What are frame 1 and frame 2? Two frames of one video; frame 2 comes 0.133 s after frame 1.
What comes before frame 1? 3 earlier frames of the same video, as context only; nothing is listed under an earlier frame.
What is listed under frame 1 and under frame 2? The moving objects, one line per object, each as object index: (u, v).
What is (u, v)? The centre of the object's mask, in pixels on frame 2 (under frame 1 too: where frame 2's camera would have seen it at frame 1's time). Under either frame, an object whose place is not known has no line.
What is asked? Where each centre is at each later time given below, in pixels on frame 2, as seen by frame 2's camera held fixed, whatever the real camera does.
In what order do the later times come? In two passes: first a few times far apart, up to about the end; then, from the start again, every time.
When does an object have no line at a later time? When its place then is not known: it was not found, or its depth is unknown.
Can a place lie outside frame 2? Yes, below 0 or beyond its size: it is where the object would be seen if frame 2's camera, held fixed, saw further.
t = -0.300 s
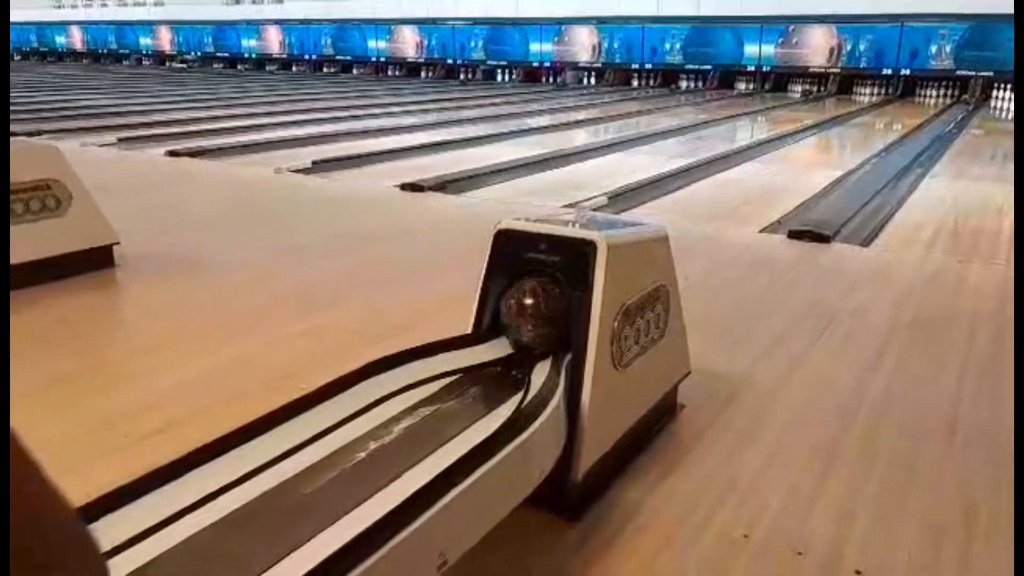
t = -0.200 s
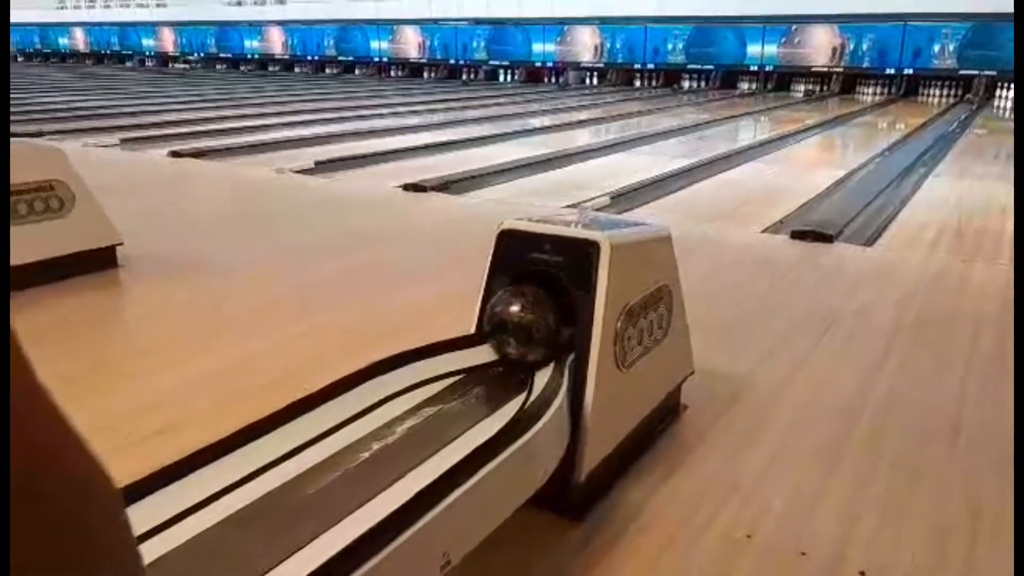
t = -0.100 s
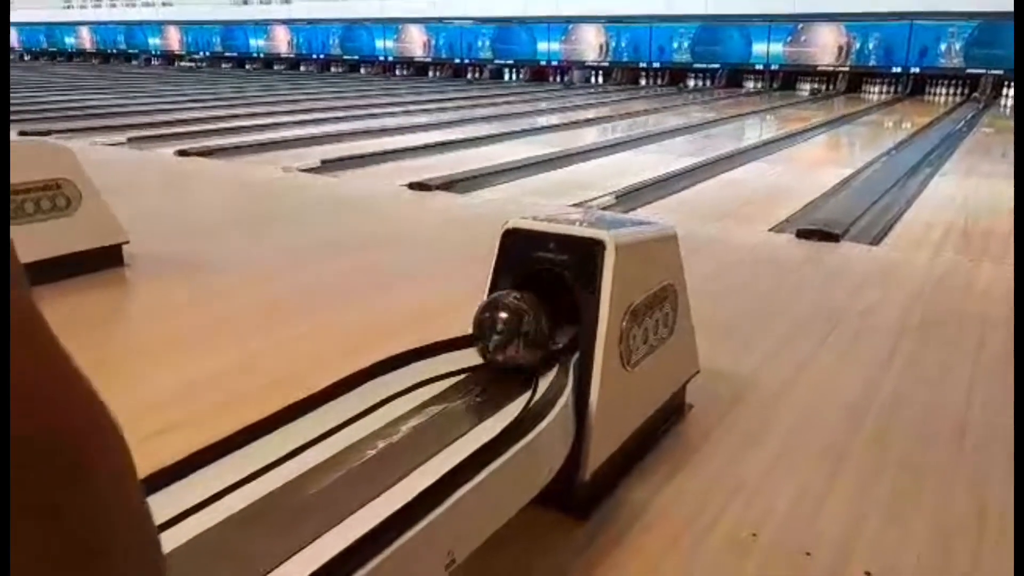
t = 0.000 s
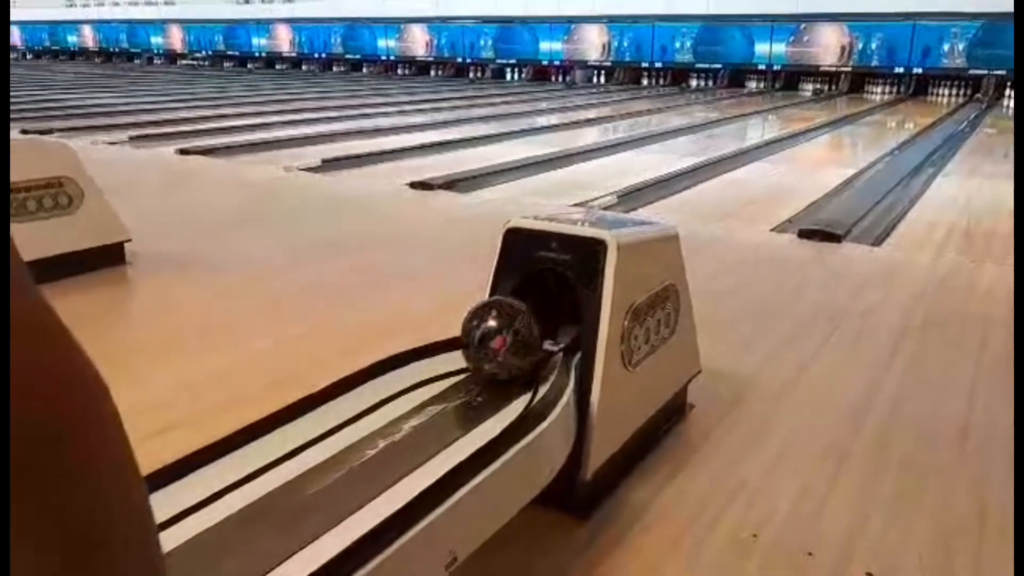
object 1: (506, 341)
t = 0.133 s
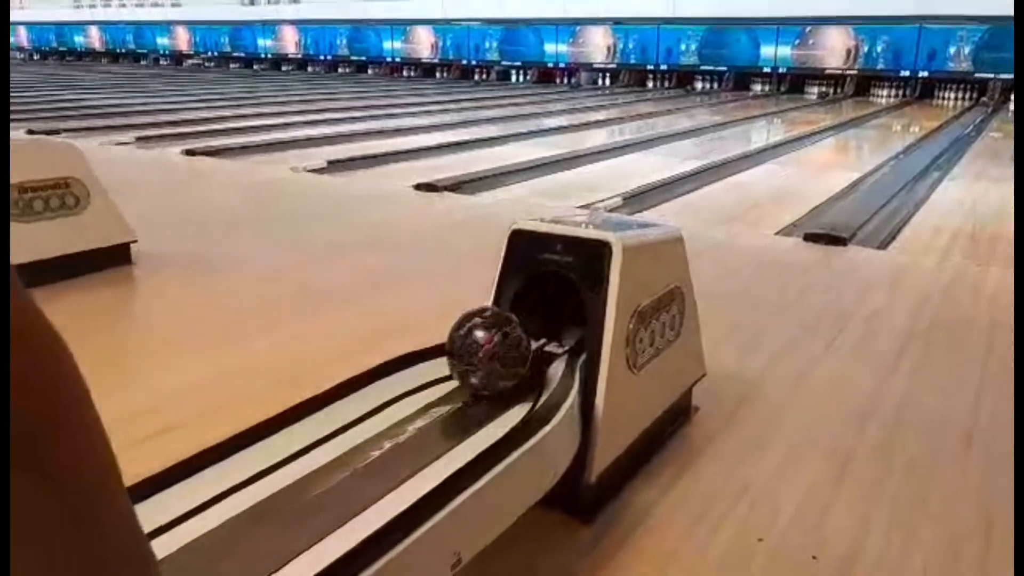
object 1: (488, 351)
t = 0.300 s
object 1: (463, 360)
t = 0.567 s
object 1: (425, 371)
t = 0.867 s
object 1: (372, 381)
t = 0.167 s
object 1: (482, 353)
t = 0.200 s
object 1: (477, 355)
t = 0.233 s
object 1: (472, 356)
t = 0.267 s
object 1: (467, 358)
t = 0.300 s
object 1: (463, 360)
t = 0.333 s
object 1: (459, 361)
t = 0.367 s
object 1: (455, 363)
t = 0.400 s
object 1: (450, 365)
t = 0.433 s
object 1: (446, 366)
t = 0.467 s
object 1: (441, 368)
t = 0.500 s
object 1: (435, 369)
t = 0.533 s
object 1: (430, 370)
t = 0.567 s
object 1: (425, 371)
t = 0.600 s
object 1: (419, 372)
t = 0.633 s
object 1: (413, 374)
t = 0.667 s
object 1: (407, 375)
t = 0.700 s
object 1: (401, 376)
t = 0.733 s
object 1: (394, 377)
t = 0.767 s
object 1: (388, 379)
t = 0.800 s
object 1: (381, 380)
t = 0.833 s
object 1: (376, 380)
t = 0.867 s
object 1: (372, 381)
